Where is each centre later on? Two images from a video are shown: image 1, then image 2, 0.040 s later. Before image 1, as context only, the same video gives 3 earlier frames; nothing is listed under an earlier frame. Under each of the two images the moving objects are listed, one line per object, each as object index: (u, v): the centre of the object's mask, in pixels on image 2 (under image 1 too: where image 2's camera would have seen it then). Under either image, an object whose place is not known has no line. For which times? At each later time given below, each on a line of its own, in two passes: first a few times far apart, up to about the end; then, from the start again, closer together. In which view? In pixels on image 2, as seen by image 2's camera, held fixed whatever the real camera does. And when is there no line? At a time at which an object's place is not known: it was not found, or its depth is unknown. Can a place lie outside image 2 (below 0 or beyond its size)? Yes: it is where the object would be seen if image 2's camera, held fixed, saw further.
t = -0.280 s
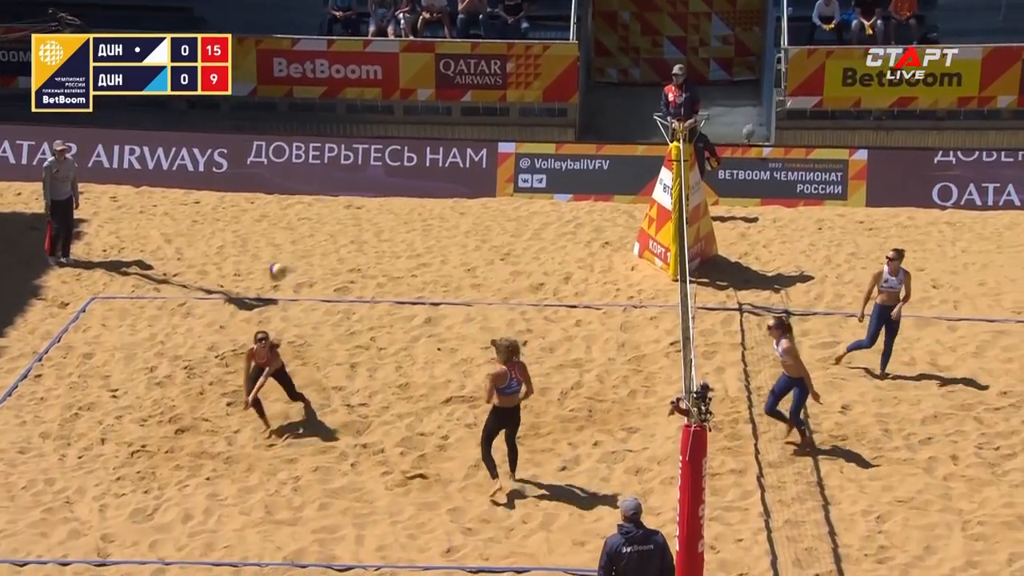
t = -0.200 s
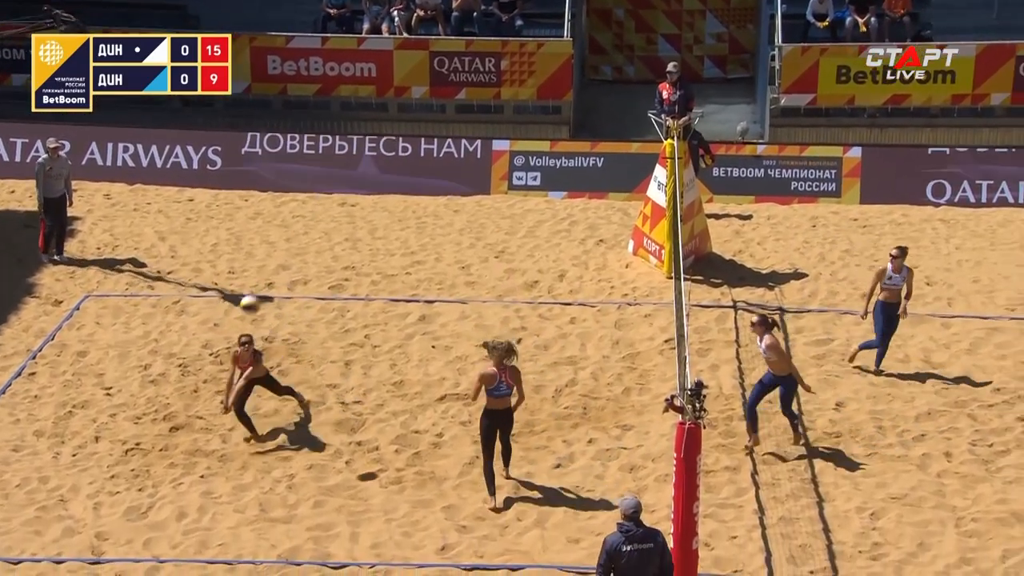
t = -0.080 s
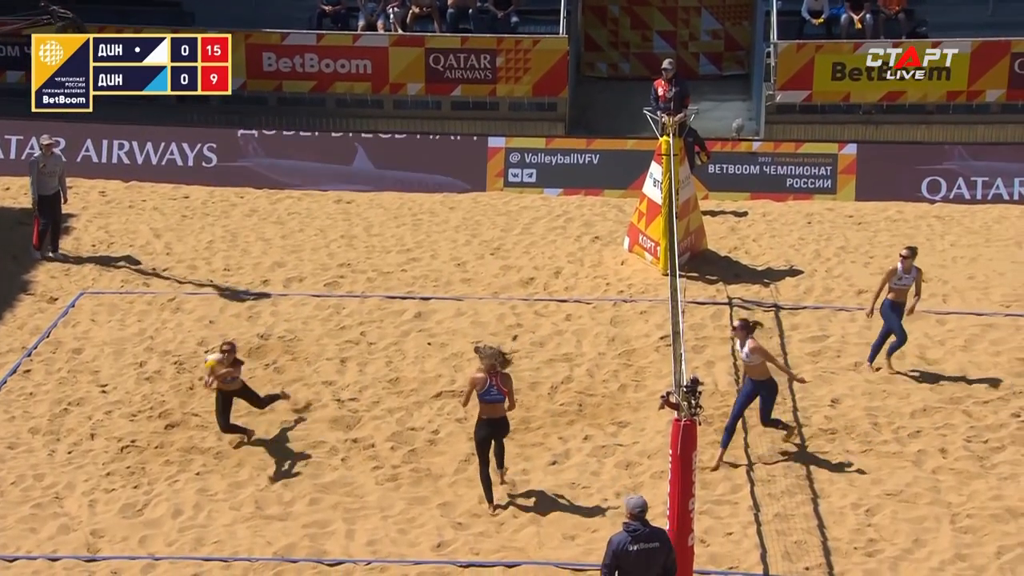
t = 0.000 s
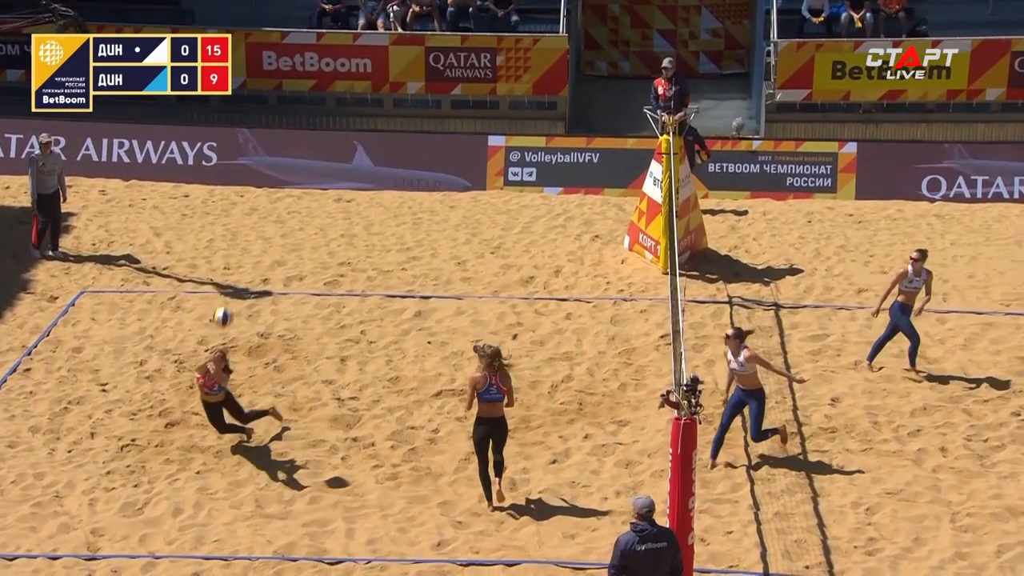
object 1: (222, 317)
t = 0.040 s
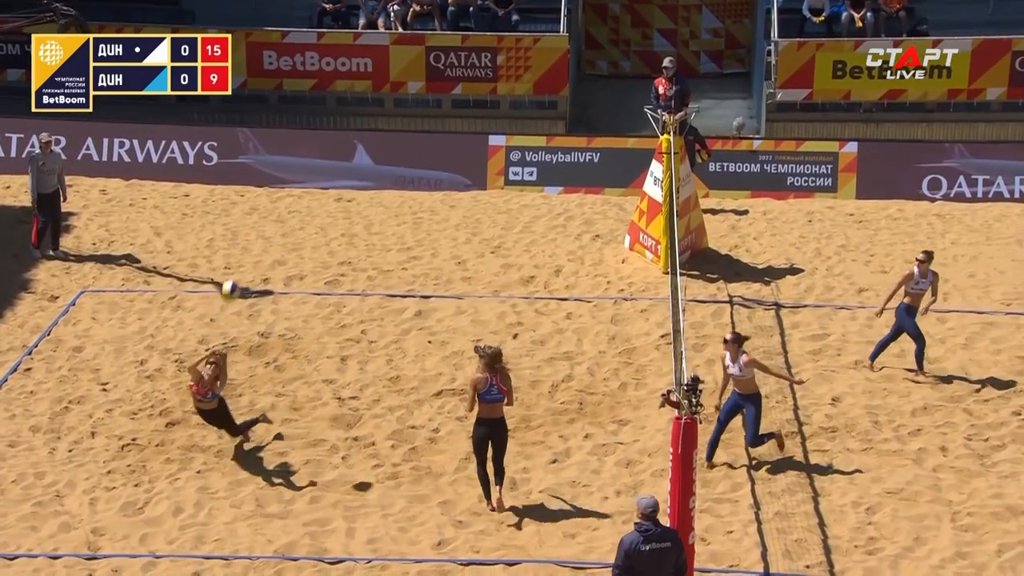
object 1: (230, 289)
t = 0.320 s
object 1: (273, 140)
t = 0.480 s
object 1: (299, 84)
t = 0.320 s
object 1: (273, 140)
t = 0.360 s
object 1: (279, 123)
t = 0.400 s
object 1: (286, 109)
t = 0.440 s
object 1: (292, 97)
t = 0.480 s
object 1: (299, 84)
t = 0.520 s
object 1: (306, 73)
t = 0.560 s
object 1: (312, 64)
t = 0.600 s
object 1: (319, 56)
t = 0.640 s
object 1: (328, 49)
